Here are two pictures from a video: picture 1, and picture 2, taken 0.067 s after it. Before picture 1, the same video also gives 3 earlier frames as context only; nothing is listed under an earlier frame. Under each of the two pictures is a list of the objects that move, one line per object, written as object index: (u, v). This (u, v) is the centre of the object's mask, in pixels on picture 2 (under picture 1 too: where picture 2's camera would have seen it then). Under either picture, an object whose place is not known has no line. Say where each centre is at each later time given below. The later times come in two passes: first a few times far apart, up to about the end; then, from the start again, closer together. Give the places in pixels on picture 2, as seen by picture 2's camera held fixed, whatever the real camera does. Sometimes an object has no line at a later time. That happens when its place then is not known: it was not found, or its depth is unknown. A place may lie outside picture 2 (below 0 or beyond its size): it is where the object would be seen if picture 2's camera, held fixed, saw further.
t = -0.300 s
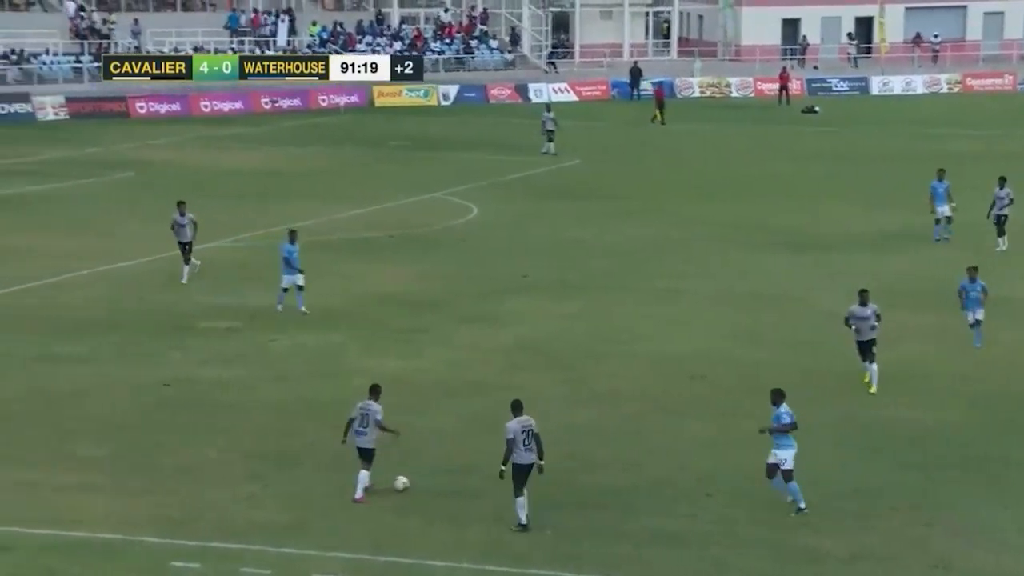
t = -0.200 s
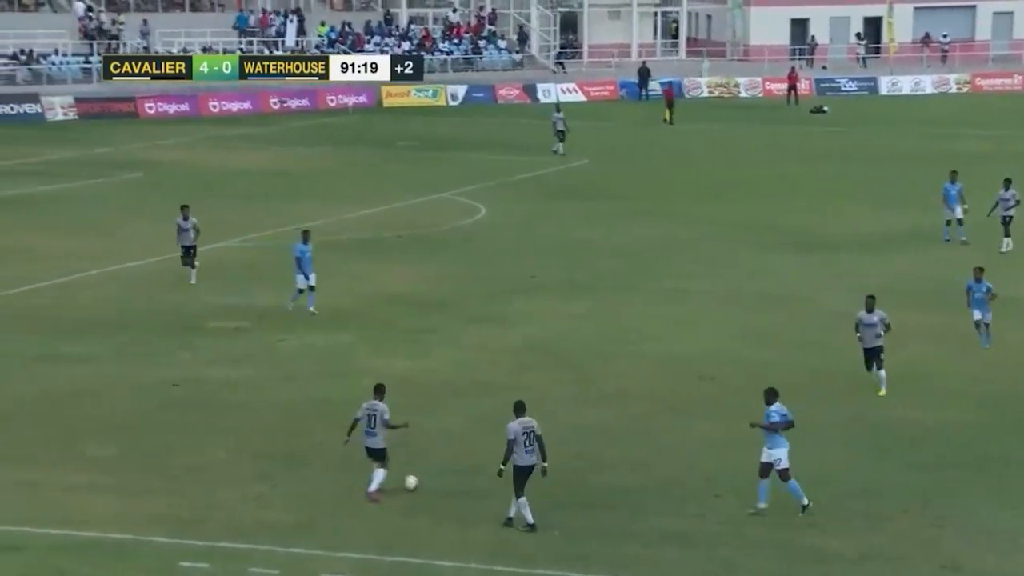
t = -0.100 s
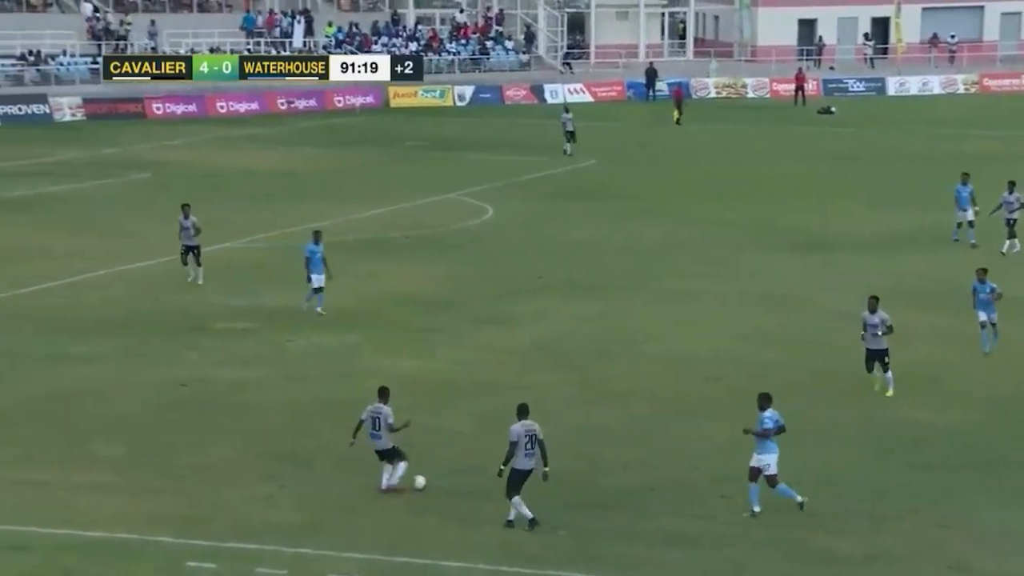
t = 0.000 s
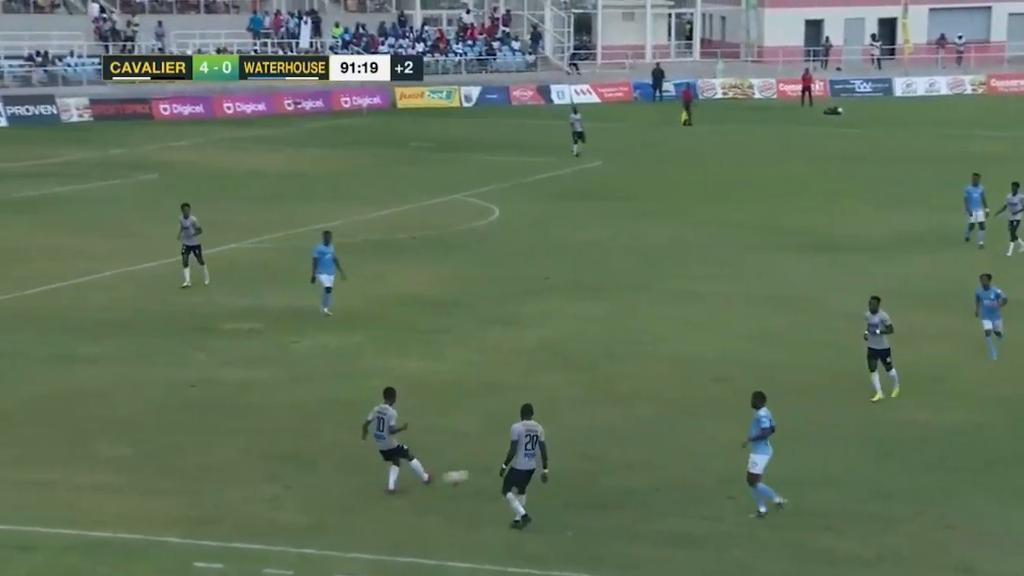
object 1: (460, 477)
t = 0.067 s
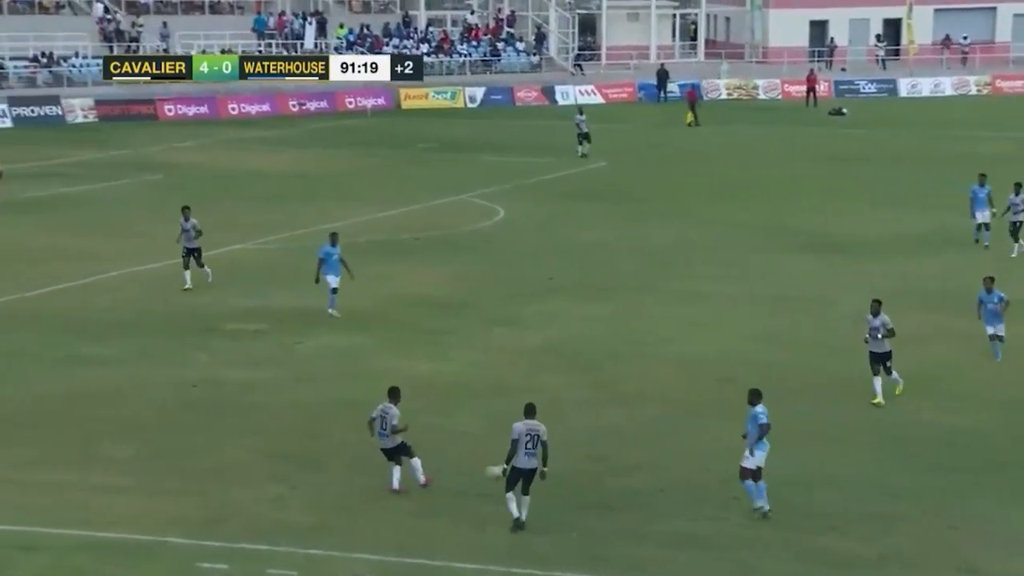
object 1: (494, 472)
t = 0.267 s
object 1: (595, 456)
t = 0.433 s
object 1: (656, 445)
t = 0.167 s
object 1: (547, 462)
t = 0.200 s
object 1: (562, 460)
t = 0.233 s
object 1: (579, 457)
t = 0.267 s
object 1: (595, 456)
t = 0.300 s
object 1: (607, 453)
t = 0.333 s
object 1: (619, 450)
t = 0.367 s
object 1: (630, 447)
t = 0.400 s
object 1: (643, 445)
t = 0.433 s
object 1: (656, 445)
